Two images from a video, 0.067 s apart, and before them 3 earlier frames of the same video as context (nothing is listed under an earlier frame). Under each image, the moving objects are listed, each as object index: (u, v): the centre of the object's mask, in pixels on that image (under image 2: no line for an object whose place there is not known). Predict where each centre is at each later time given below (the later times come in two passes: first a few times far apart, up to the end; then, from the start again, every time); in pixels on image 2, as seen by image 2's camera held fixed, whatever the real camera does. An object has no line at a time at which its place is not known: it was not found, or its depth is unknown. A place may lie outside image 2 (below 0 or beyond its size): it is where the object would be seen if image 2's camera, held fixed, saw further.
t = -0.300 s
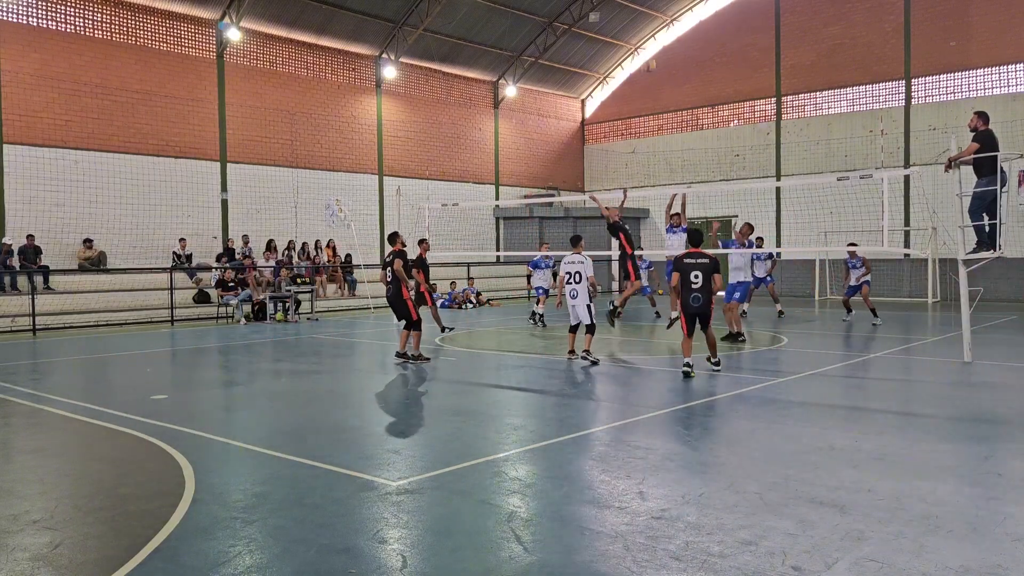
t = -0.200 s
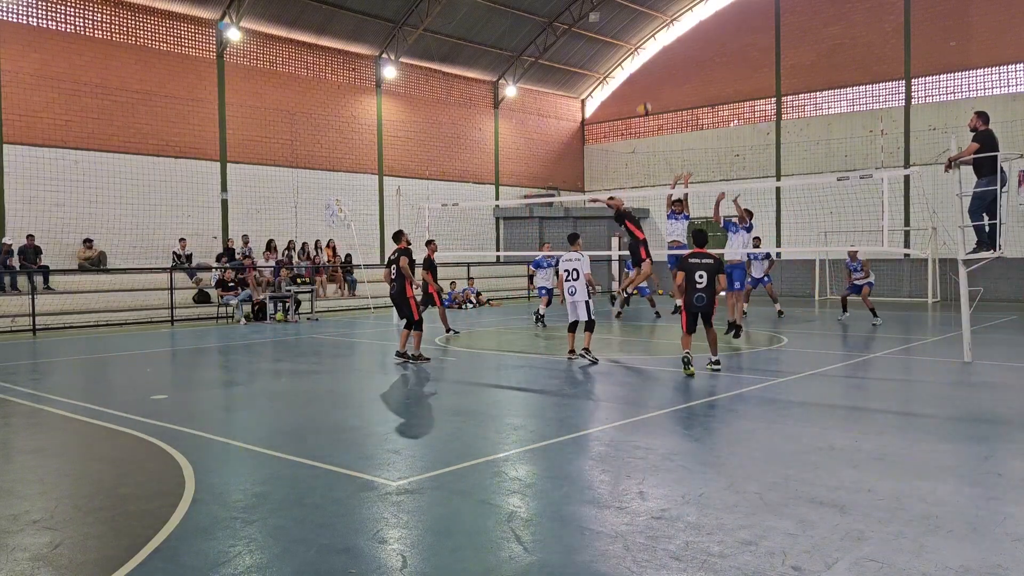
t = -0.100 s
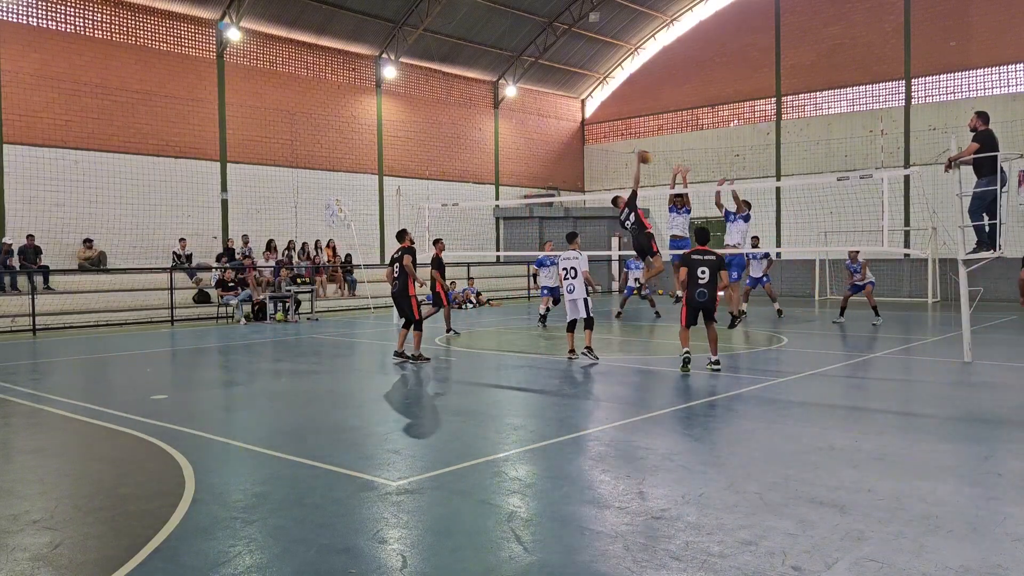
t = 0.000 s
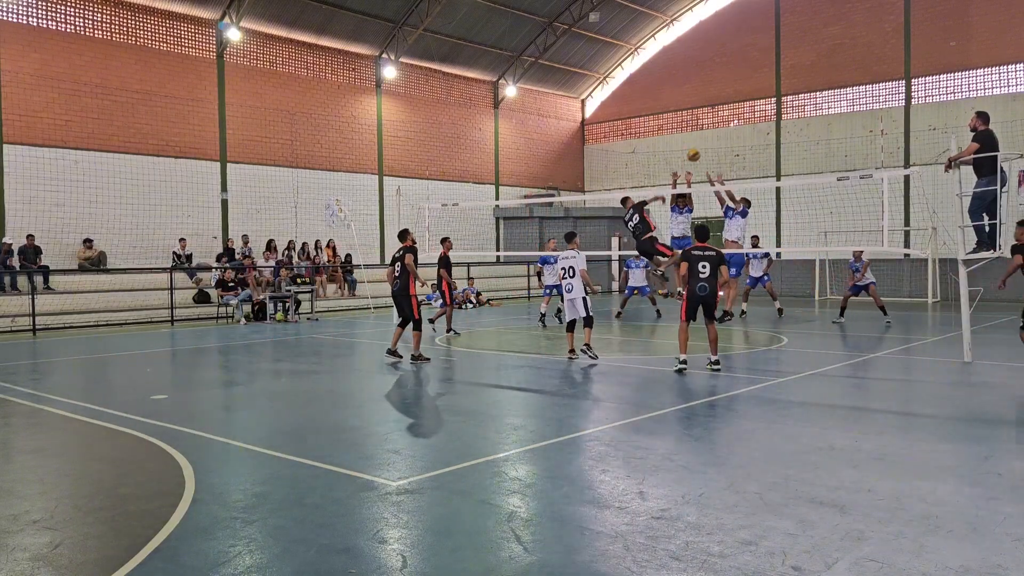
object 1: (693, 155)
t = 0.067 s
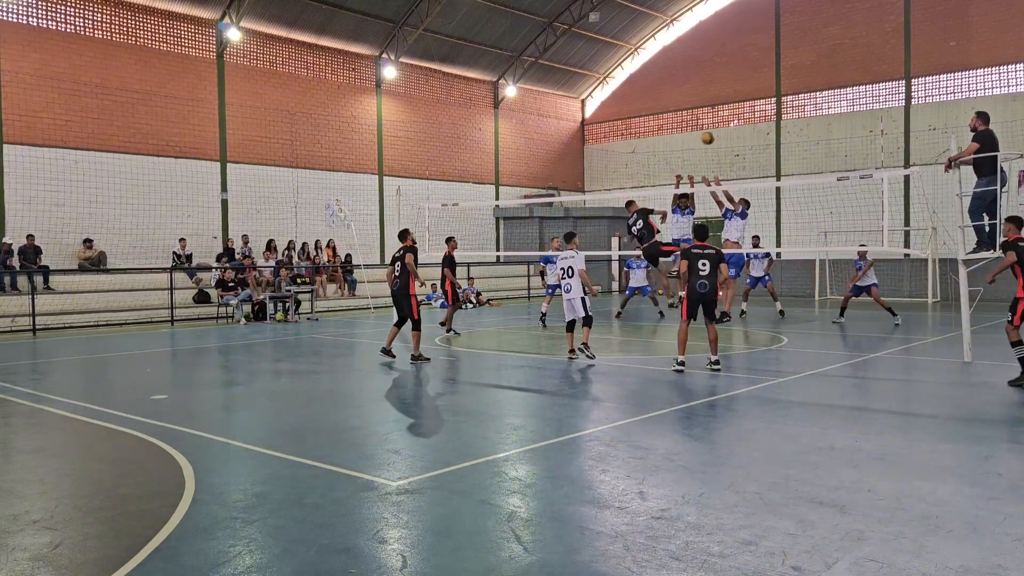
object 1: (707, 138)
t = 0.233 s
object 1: (745, 106)
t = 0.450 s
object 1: (795, 90)
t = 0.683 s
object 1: (851, 111)
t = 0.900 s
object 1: (903, 162)
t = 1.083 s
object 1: (947, 234)
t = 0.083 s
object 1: (711, 134)
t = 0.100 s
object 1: (714, 130)
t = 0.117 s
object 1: (719, 126)
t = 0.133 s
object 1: (723, 124)
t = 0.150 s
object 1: (727, 120)
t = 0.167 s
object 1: (730, 117)
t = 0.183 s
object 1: (733, 114)
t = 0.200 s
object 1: (737, 111)
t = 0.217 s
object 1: (741, 108)
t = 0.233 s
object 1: (745, 106)
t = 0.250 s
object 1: (749, 104)
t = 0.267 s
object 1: (753, 102)
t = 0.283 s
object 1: (756, 100)
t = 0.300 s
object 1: (760, 98)
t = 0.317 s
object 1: (764, 97)
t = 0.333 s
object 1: (767, 95)
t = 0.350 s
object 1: (772, 94)
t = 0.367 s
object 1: (776, 93)
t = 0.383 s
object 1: (779, 92)
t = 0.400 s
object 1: (783, 92)
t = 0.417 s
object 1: (787, 91)
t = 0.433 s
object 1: (790, 91)
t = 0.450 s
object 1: (795, 90)
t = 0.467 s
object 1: (799, 91)
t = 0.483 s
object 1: (802, 91)
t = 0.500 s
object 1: (807, 92)
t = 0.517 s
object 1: (810, 93)
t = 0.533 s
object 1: (814, 94)
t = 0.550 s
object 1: (818, 95)
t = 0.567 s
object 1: (822, 96)
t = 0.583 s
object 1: (826, 98)
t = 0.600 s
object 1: (830, 100)
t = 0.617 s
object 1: (834, 101)
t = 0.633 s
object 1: (838, 103)
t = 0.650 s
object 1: (842, 106)
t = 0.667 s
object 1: (847, 108)
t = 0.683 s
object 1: (851, 111)
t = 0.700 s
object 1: (855, 114)
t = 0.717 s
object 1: (858, 117)
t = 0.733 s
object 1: (862, 120)
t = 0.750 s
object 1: (866, 123)
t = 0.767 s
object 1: (870, 127)
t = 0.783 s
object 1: (874, 131)
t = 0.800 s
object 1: (878, 135)
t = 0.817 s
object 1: (883, 139)
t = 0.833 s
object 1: (886, 143)
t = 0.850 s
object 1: (890, 148)
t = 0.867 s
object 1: (894, 153)
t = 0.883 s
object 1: (899, 157)
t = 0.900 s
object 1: (903, 162)
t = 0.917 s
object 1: (906, 165)
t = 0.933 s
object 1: (912, 176)
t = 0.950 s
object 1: (915, 179)
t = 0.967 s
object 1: (919, 186)
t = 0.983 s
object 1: (923, 192)
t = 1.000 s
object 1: (927, 198)
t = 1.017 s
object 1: (931, 205)
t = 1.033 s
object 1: (935, 212)
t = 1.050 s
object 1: (939, 219)
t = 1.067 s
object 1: (943, 226)
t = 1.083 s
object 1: (947, 234)
